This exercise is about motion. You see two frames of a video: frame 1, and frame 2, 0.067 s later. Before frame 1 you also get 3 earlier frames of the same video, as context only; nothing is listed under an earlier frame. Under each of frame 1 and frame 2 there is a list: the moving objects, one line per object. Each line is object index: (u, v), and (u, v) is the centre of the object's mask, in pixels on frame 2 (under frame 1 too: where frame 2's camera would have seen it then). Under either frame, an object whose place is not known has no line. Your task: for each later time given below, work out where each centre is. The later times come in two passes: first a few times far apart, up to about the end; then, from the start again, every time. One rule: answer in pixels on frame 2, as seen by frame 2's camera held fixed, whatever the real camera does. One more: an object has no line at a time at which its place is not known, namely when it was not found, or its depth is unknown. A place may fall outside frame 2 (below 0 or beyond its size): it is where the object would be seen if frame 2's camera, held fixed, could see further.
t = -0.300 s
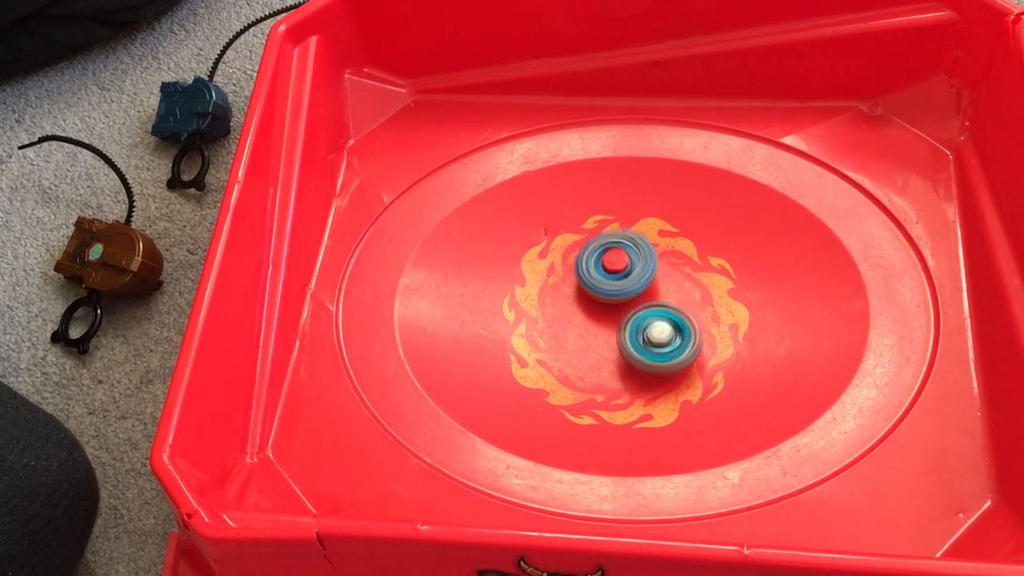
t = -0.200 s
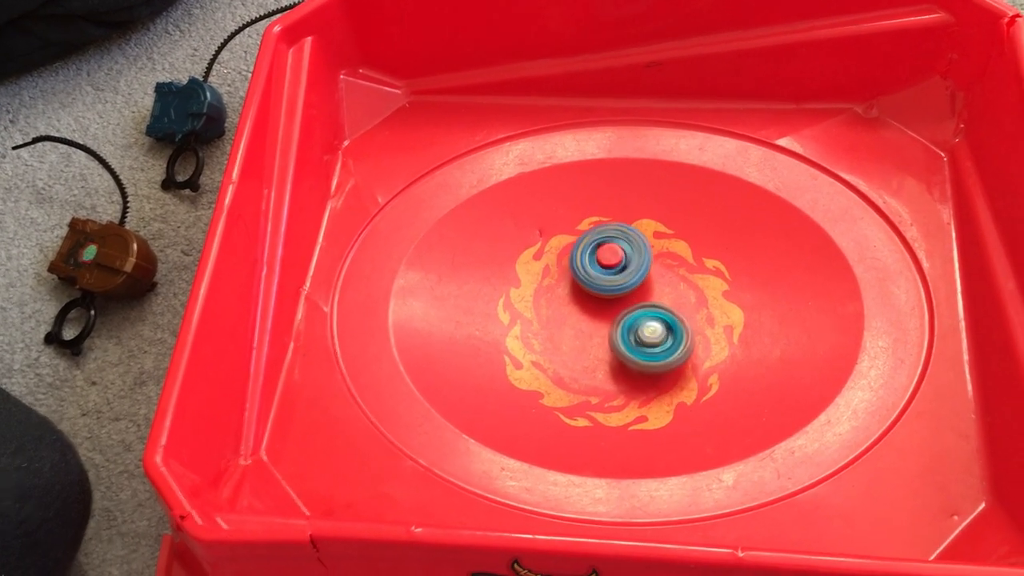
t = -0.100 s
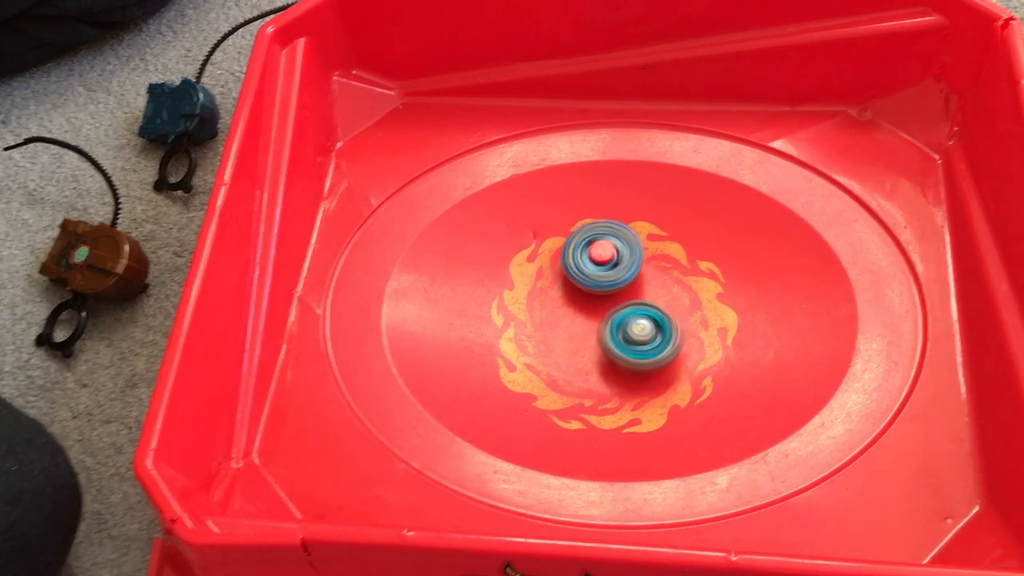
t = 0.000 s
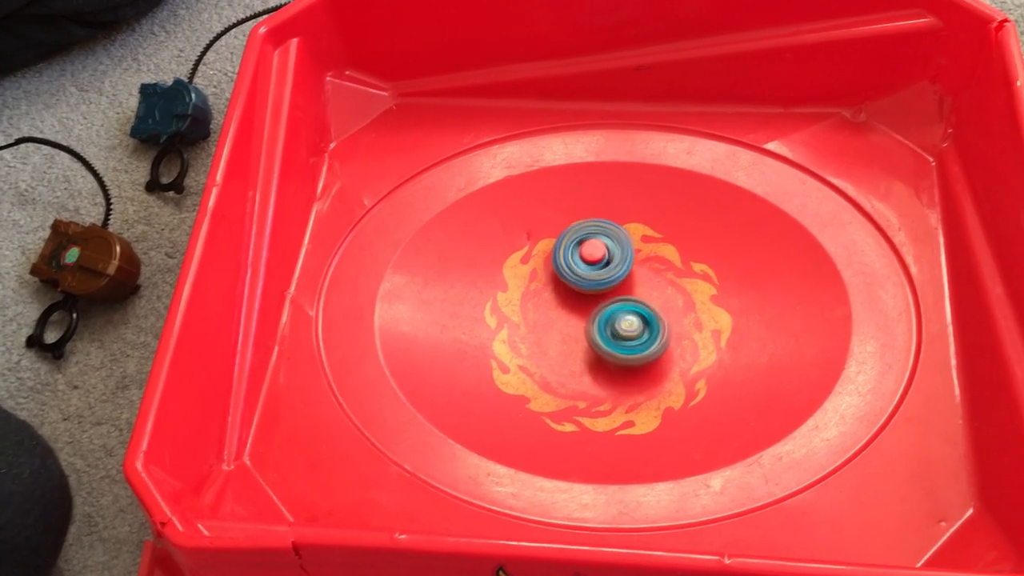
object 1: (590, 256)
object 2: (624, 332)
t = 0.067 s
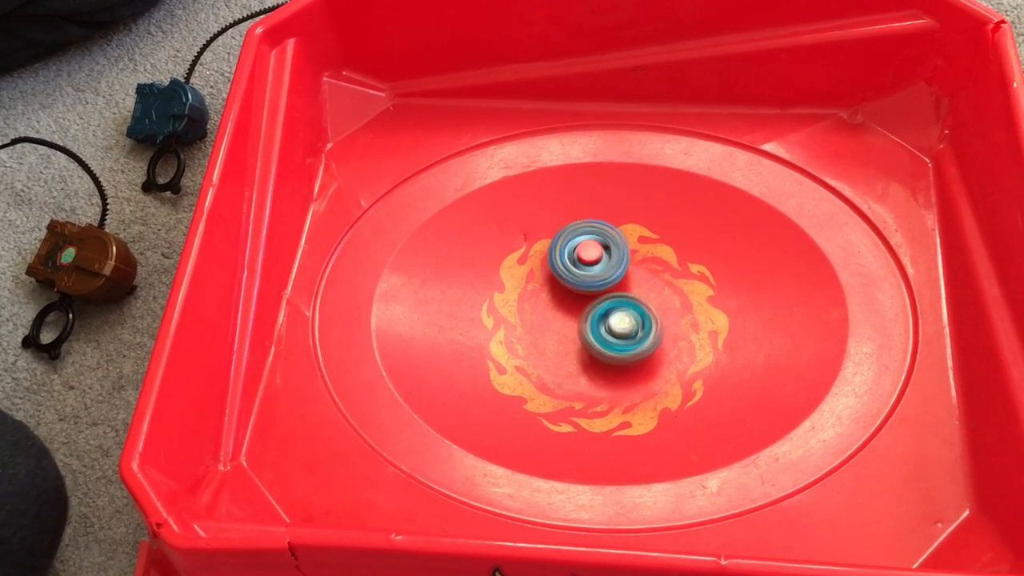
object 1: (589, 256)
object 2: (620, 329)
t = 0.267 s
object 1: (575, 235)
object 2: (637, 360)
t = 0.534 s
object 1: (585, 253)
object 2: (637, 361)
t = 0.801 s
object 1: (604, 260)
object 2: (626, 347)
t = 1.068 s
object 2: (620, 323)
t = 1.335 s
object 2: (630, 330)
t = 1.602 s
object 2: (623, 347)
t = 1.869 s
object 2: (611, 335)
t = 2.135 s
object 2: (614, 324)
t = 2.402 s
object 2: (615, 344)
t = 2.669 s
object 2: (609, 340)
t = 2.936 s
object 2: (606, 321)
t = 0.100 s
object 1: (587, 257)
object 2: (619, 326)
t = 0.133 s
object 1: (584, 251)
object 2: (624, 333)
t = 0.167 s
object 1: (578, 241)
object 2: (630, 345)
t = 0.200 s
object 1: (575, 237)
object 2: (634, 353)
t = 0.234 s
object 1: (575, 235)
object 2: (636, 357)
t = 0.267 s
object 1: (575, 235)
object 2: (637, 360)
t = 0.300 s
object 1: (576, 235)
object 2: (637, 360)
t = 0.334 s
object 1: (576, 236)
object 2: (637, 360)
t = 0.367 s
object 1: (576, 239)
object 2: (638, 361)
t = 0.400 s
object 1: (577, 242)
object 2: (637, 361)
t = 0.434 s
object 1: (579, 244)
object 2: (638, 361)
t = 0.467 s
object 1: (580, 247)
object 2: (639, 362)
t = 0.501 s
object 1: (583, 251)
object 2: (637, 362)
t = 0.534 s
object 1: (585, 253)
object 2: (637, 361)
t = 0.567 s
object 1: (587, 255)
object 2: (637, 361)
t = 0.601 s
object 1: (588, 256)
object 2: (635, 362)
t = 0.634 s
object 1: (590, 258)
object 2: (633, 359)
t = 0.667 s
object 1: (593, 259)
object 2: (633, 357)
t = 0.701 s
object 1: (596, 260)
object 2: (633, 356)
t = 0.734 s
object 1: (598, 260)
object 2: (630, 354)
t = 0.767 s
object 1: (601, 260)
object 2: (627, 350)
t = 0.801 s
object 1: (604, 260)
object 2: (626, 347)
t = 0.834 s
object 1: (606, 259)
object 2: (624, 346)
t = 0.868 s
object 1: (608, 258)
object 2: (622, 342)
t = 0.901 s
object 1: (609, 257)
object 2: (622, 338)
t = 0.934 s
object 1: (611, 255)
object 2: (622, 335)
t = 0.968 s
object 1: (612, 254)
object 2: (620, 333)
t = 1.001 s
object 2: (620, 329)
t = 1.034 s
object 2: (621, 325)
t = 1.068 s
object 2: (620, 323)
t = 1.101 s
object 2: (619, 320)
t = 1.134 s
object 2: (620, 322)
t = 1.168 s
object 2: (620, 323)
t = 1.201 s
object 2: (621, 322)
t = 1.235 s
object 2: (624, 322)
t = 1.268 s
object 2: (627, 323)
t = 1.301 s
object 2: (627, 324)
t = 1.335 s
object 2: (630, 330)
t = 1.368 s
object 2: (631, 337)
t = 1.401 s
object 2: (632, 342)
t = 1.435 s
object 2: (631, 346)
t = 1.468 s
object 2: (629, 346)
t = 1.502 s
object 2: (629, 345)
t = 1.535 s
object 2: (629, 346)
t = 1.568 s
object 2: (625, 347)
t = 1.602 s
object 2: (623, 347)
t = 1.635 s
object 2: (622, 345)
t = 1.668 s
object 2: (620, 345)
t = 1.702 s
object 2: (617, 344)
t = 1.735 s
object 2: (616, 341)
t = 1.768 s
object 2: (615, 339)
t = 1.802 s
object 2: (614, 337)
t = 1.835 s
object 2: (612, 335)
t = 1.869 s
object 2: (611, 335)
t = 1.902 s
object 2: (611, 335)
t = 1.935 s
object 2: (609, 334)
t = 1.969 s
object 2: (608, 331)
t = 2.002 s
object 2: (609, 329)
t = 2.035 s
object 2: (610, 328)
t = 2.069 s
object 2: (610, 327)
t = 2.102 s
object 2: (612, 324)
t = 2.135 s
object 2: (614, 324)
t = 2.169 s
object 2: (615, 327)
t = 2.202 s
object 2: (614, 329)
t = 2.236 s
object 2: (616, 332)
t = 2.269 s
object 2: (616, 335)
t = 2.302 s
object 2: (616, 338)
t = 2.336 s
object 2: (615, 340)
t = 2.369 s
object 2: (614, 342)
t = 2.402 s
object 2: (615, 344)
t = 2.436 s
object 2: (613, 344)
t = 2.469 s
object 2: (612, 344)
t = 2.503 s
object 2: (611, 343)
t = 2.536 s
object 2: (611, 342)
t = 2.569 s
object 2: (609, 342)
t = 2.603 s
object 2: (608, 342)
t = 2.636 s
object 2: (609, 340)
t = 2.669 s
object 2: (609, 340)
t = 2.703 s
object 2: (608, 338)
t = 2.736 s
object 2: (608, 336)
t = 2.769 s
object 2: (607, 334)
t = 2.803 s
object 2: (607, 332)
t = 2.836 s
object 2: (605, 330)
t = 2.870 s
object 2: (606, 327)
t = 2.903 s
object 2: (605, 324)
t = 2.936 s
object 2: (606, 321)
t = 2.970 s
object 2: (606, 319)
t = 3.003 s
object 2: (606, 318)
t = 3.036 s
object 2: (605, 316)
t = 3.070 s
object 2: (606, 315)
